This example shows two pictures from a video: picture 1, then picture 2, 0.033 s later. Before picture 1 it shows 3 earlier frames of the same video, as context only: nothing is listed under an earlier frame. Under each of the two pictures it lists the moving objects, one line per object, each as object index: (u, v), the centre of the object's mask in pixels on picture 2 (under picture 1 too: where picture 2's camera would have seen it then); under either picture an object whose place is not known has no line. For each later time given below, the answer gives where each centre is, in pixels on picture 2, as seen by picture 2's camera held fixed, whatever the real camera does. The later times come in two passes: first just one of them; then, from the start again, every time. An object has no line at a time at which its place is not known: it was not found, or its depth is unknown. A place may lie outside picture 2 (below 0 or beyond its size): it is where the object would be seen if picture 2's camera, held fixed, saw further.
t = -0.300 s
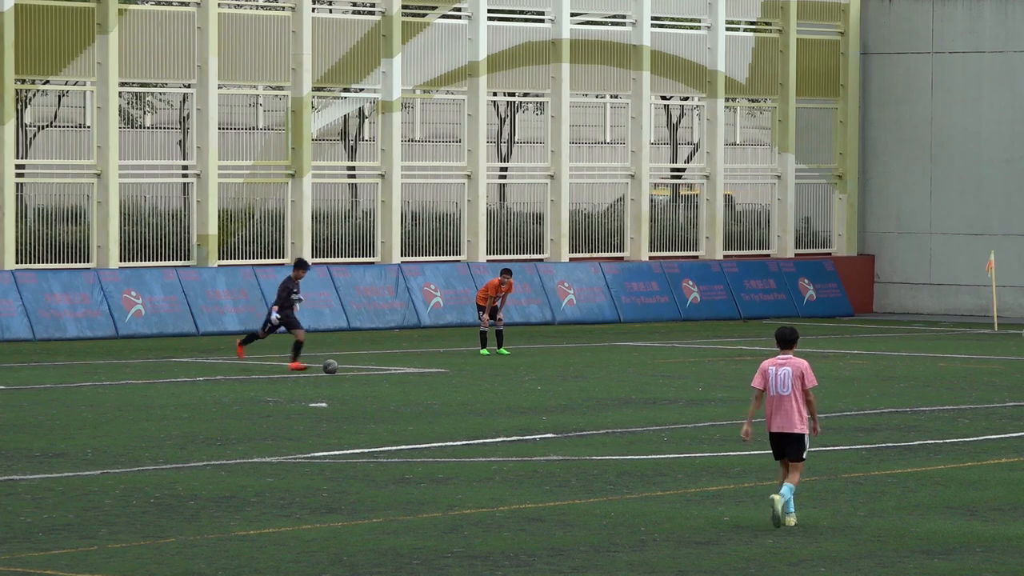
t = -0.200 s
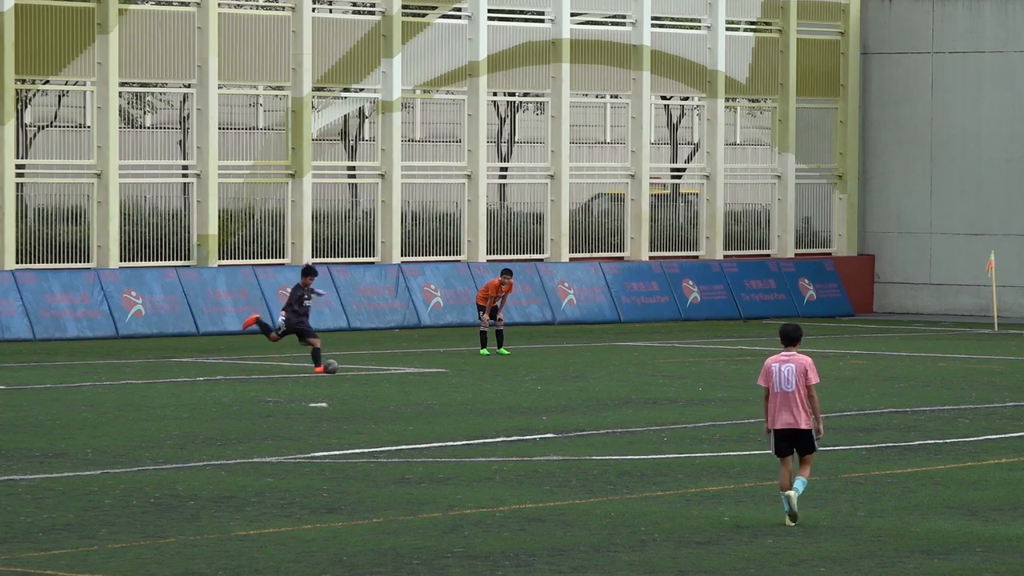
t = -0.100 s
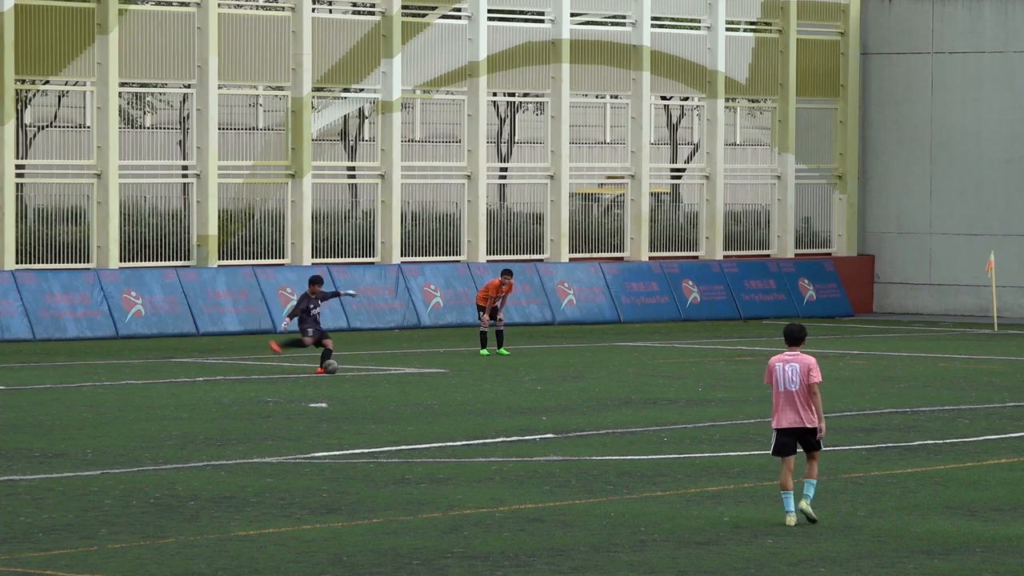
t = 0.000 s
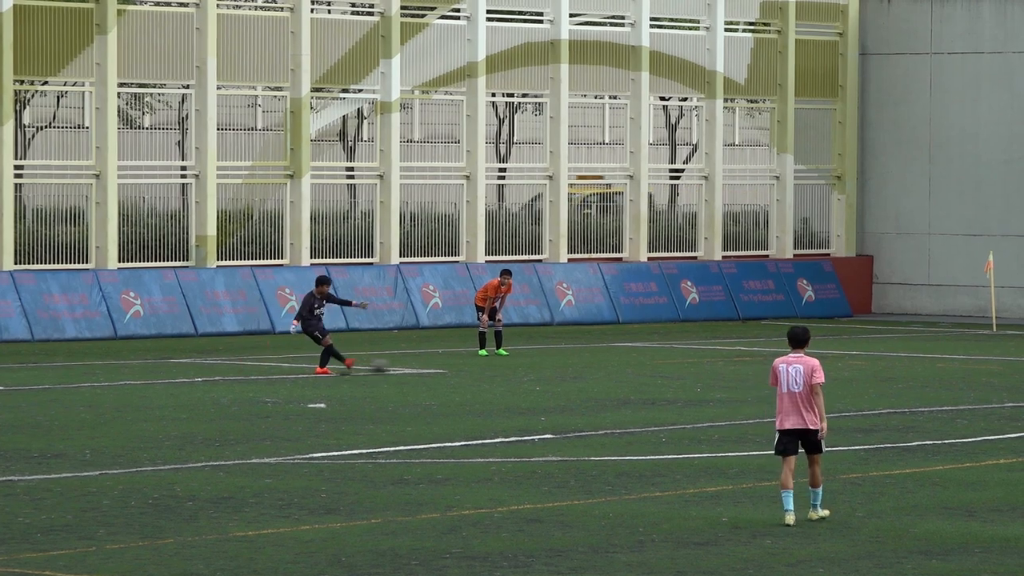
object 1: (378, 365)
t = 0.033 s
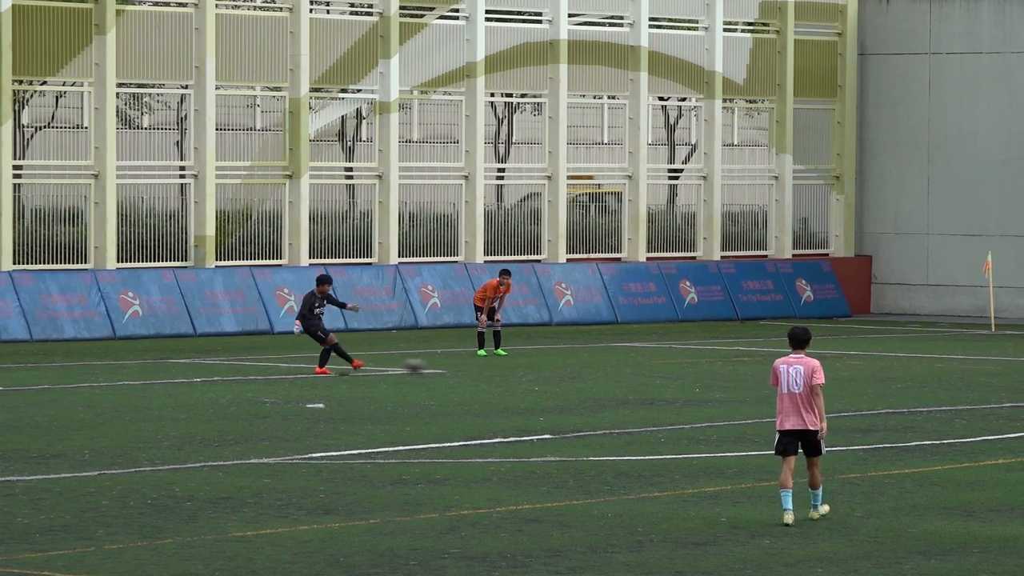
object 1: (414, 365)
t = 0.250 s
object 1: (623, 364)
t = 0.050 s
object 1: (432, 365)
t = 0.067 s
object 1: (450, 366)
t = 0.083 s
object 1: (467, 367)
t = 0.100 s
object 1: (484, 366)
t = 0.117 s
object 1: (500, 365)
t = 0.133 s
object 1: (517, 365)
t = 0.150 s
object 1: (533, 365)
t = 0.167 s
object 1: (549, 365)
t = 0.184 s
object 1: (565, 365)
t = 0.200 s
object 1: (580, 365)
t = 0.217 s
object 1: (594, 365)
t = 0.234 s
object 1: (609, 364)
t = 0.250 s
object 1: (623, 364)
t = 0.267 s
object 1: (637, 363)
